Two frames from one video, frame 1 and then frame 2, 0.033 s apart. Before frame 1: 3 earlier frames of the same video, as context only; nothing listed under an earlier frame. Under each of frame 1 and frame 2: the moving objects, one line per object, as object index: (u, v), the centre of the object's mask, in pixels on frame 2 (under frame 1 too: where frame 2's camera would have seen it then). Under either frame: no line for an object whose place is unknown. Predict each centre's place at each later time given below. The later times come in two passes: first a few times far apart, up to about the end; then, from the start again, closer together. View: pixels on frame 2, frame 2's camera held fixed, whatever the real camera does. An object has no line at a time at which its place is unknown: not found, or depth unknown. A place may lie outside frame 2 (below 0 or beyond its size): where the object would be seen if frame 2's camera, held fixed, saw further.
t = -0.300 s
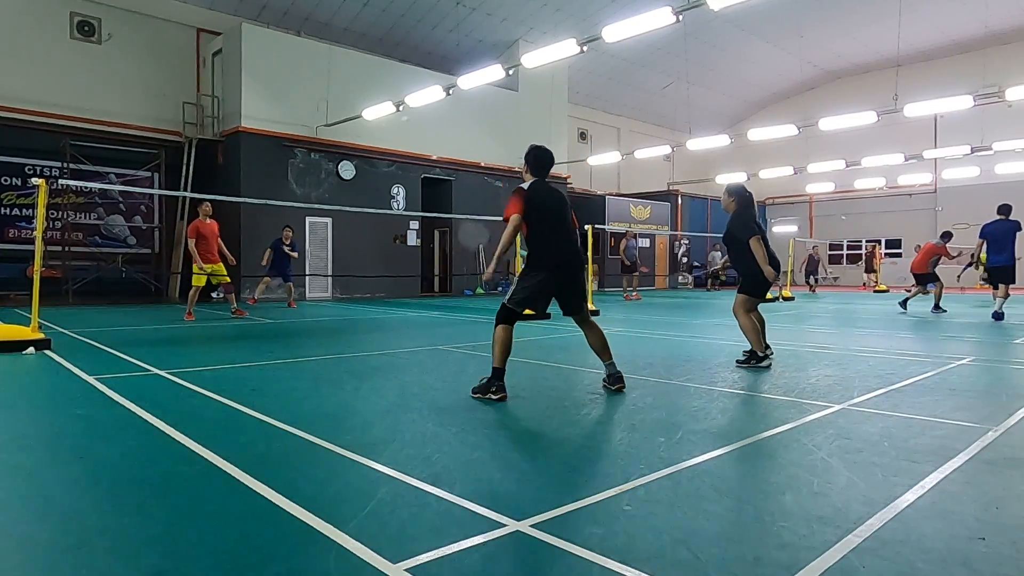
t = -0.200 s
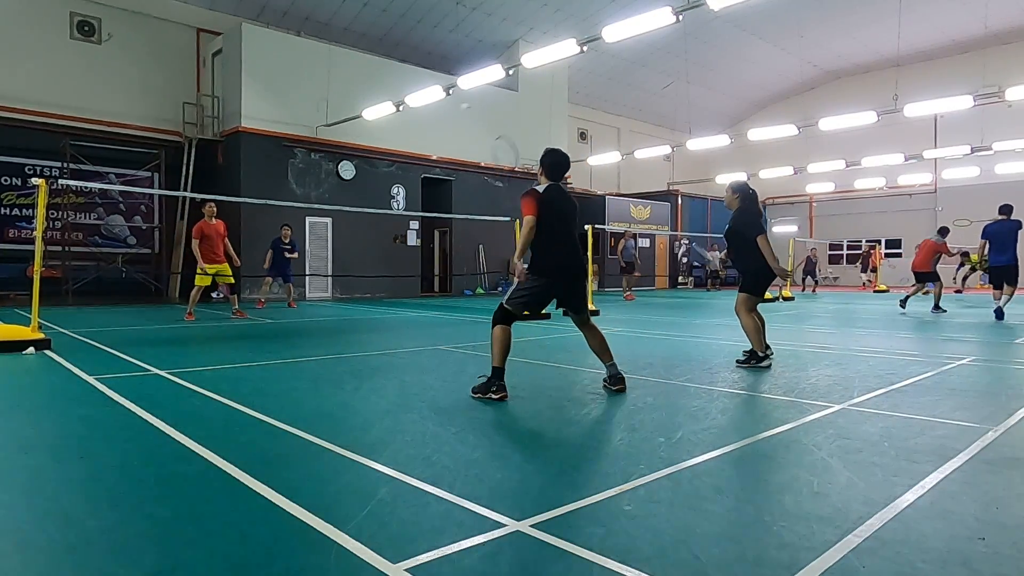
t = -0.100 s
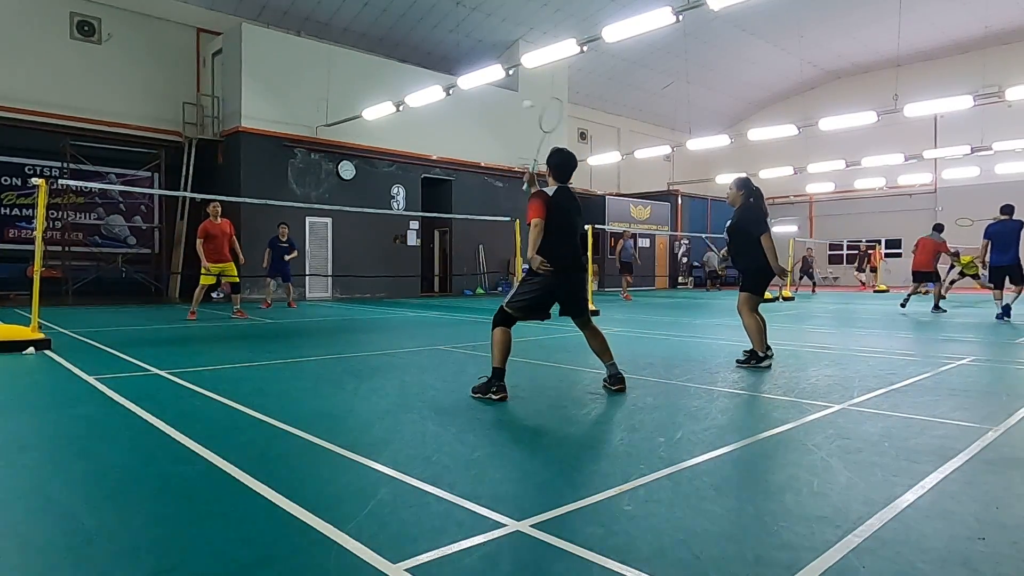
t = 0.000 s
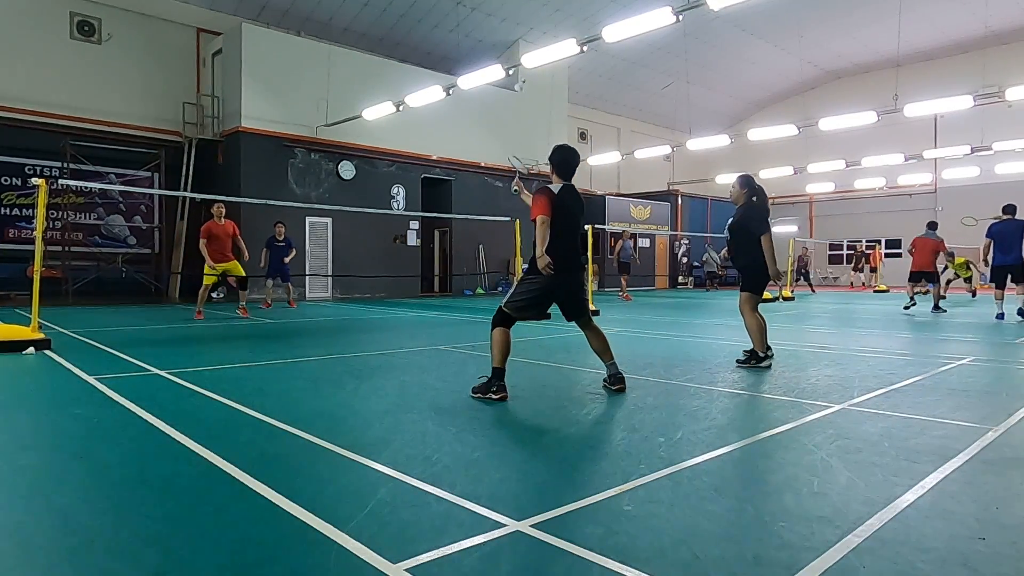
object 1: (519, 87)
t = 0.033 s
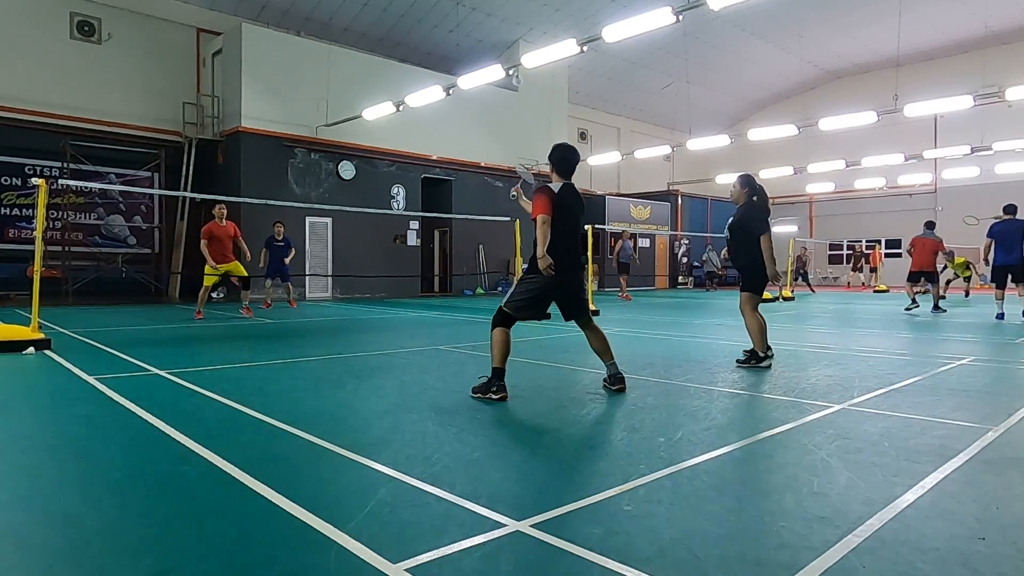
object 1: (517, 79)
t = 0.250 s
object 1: (463, 73)
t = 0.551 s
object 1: (349, 281)
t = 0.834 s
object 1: (275, 459)
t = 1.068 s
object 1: (286, 473)
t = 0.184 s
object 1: (484, 65)
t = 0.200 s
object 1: (479, 66)
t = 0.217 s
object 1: (474, 67)
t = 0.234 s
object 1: (468, 70)
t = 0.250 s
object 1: (463, 73)
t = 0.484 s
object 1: (378, 210)
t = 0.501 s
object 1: (371, 226)
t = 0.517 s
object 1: (364, 243)
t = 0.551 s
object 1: (349, 281)
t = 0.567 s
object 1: (342, 301)
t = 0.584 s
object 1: (334, 322)
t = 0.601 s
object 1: (326, 345)
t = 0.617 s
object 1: (318, 368)
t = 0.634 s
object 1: (310, 392)
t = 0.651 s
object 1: (302, 418)
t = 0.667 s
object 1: (292, 447)
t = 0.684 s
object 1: (285, 473)
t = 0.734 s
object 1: (274, 489)
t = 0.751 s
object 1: (272, 481)
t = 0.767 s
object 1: (272, 472)
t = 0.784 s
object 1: (272, 466)
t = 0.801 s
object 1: (272, 463)
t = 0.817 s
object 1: (273, 461)
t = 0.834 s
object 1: (275, 459)
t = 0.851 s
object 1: (276, 457)
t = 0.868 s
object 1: (277, 455)
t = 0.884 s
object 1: (278, 453)
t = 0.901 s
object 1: (280, 452)
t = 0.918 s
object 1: (280, 451)
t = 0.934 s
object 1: (281, 450)
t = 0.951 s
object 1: (281, 450)
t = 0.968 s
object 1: (282, 452)
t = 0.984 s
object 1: (284, 454)
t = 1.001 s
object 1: (285, 457)
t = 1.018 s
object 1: (286, 460)
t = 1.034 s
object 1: (287, 463)
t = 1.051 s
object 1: (286, 468)
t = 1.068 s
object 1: (286, 473)
